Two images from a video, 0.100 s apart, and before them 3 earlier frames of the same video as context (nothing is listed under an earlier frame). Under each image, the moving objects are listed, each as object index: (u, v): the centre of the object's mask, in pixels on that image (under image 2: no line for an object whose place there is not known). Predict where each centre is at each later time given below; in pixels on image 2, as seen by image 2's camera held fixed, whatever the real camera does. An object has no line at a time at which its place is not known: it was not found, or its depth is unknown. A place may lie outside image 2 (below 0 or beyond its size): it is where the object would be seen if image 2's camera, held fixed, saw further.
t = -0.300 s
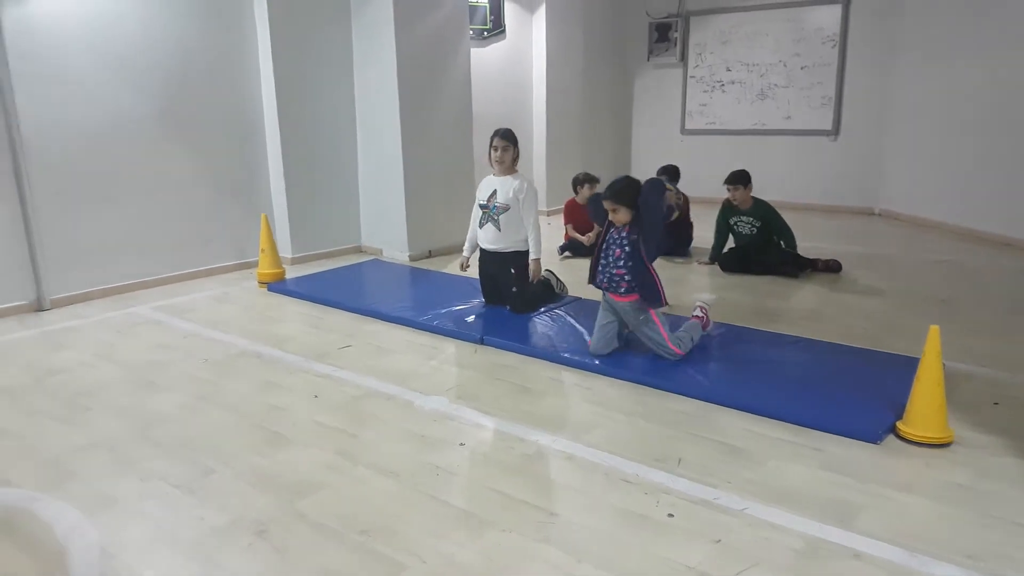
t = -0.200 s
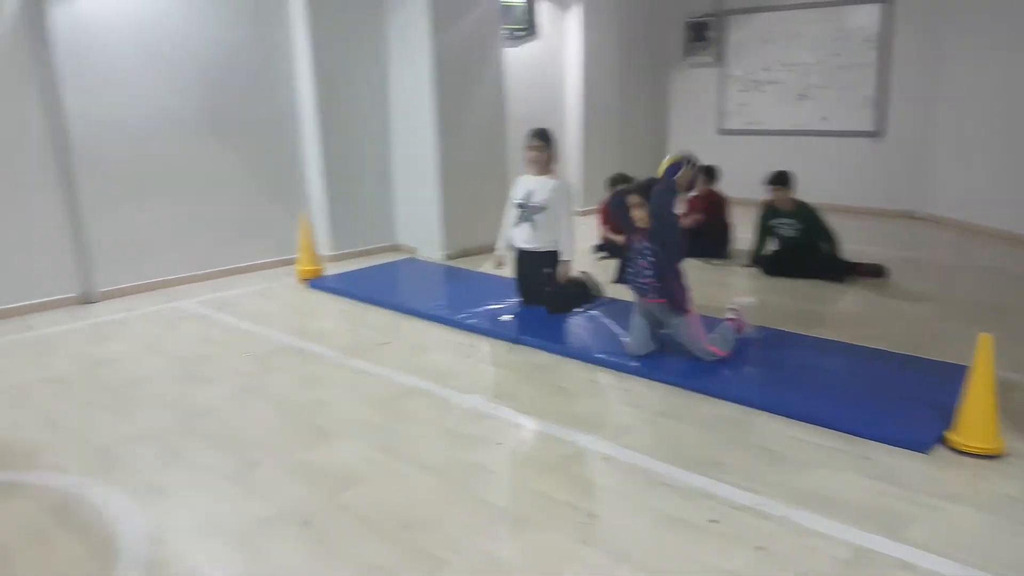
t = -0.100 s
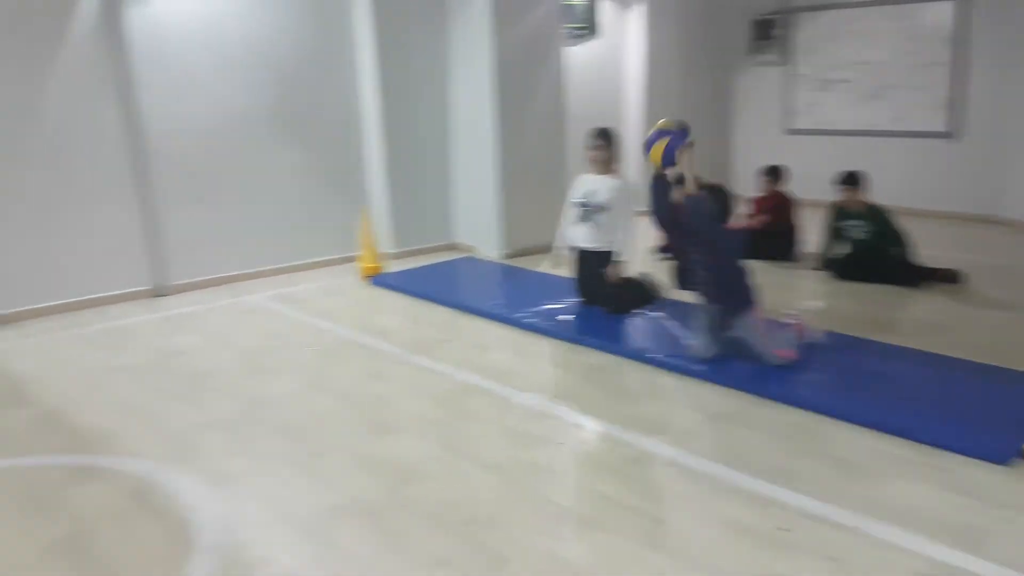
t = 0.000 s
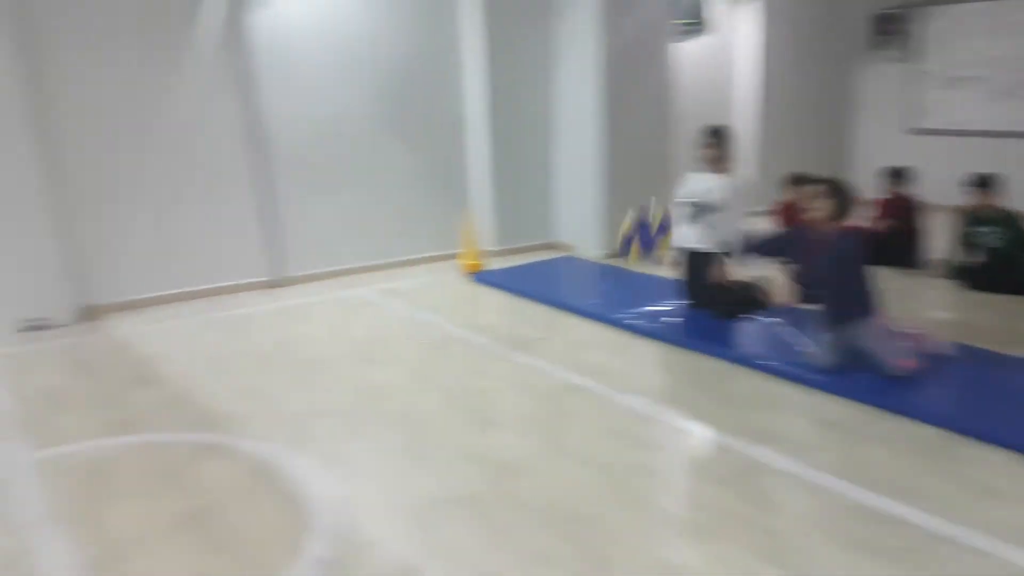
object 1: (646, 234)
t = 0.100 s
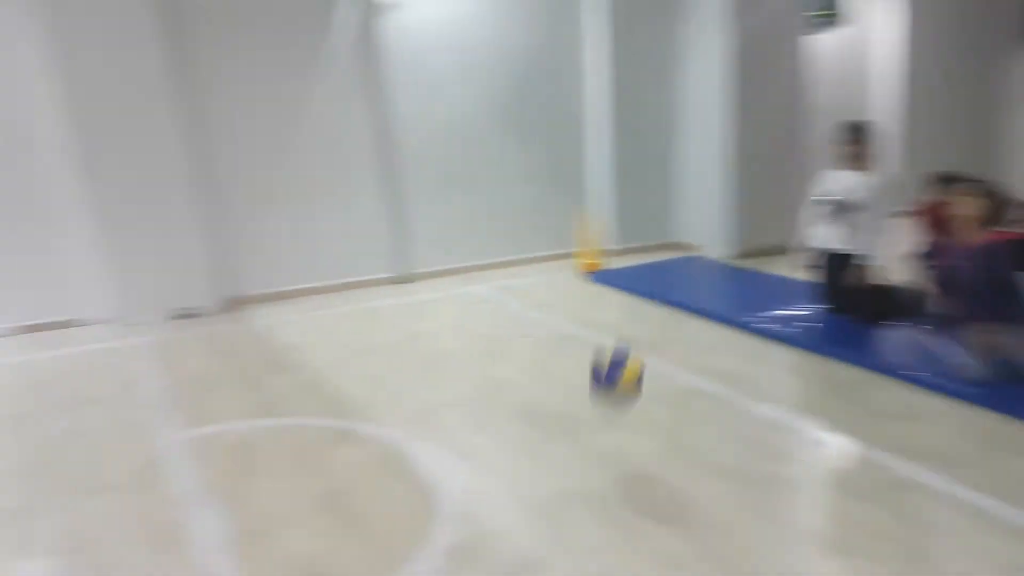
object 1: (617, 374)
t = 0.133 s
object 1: (561, 430)
